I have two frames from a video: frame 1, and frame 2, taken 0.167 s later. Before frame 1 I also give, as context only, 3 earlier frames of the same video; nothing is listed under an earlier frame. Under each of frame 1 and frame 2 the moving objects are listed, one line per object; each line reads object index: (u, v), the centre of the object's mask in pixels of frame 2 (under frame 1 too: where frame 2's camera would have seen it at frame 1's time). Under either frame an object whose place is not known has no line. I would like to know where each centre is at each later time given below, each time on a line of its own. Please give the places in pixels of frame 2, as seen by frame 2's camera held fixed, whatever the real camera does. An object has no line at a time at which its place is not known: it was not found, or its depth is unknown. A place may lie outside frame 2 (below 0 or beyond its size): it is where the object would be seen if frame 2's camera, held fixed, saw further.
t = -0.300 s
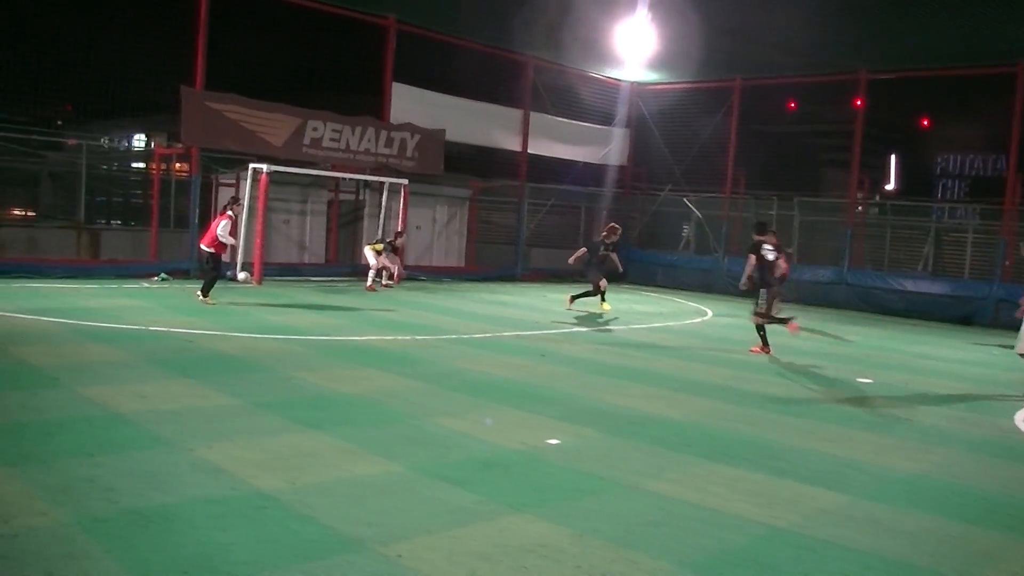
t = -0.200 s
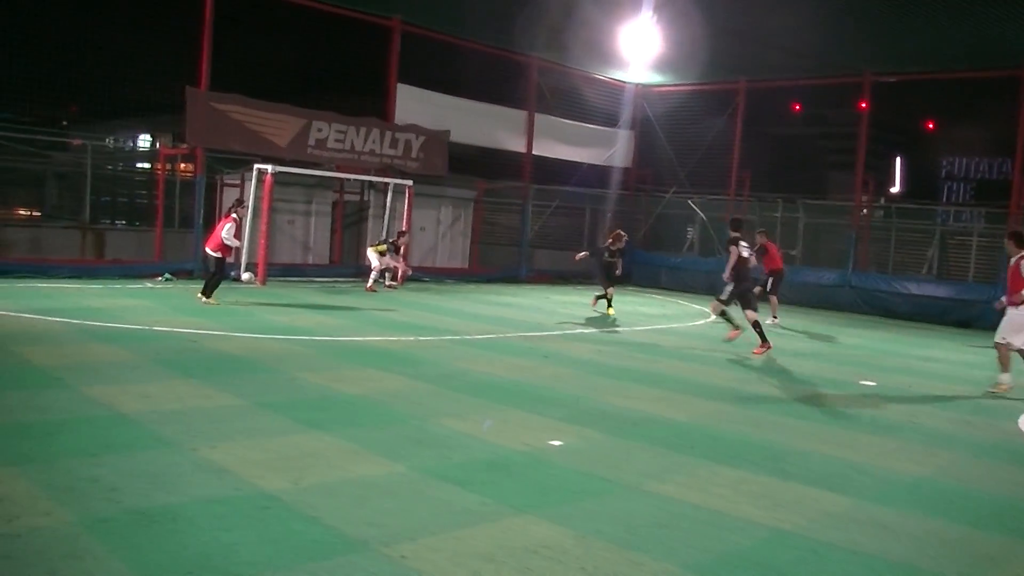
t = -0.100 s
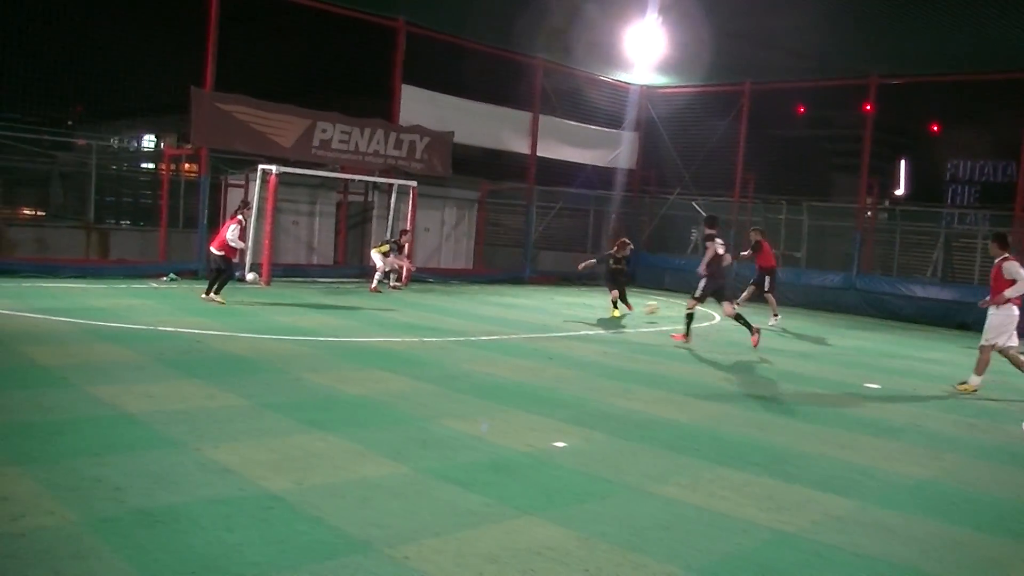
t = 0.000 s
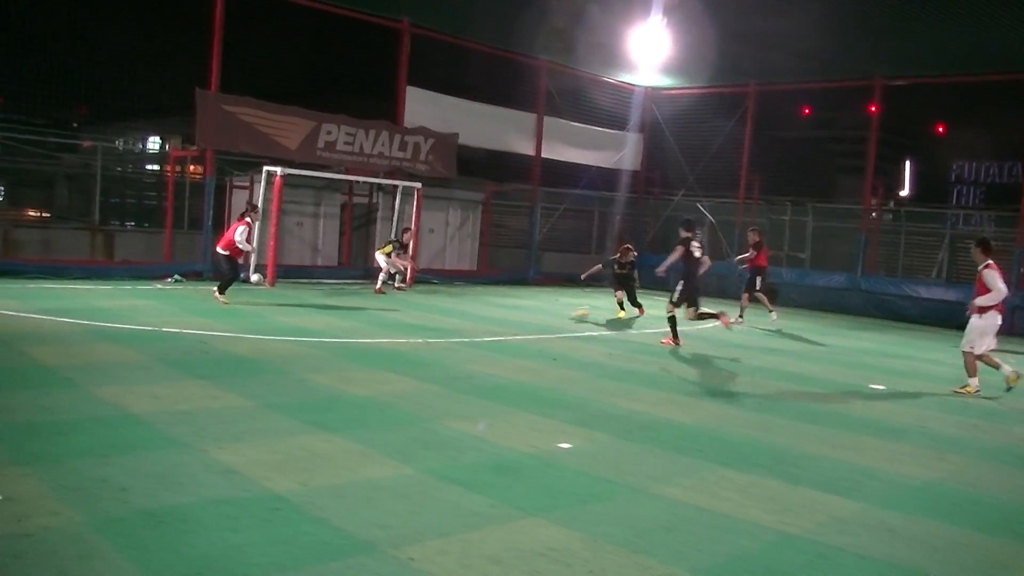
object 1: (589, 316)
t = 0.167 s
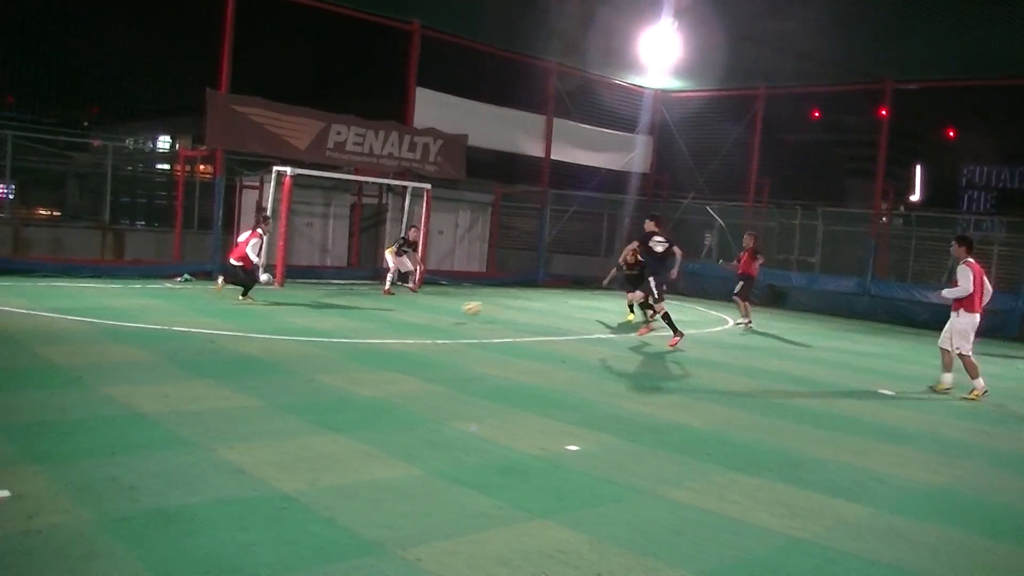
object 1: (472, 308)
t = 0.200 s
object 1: (446, 309)
